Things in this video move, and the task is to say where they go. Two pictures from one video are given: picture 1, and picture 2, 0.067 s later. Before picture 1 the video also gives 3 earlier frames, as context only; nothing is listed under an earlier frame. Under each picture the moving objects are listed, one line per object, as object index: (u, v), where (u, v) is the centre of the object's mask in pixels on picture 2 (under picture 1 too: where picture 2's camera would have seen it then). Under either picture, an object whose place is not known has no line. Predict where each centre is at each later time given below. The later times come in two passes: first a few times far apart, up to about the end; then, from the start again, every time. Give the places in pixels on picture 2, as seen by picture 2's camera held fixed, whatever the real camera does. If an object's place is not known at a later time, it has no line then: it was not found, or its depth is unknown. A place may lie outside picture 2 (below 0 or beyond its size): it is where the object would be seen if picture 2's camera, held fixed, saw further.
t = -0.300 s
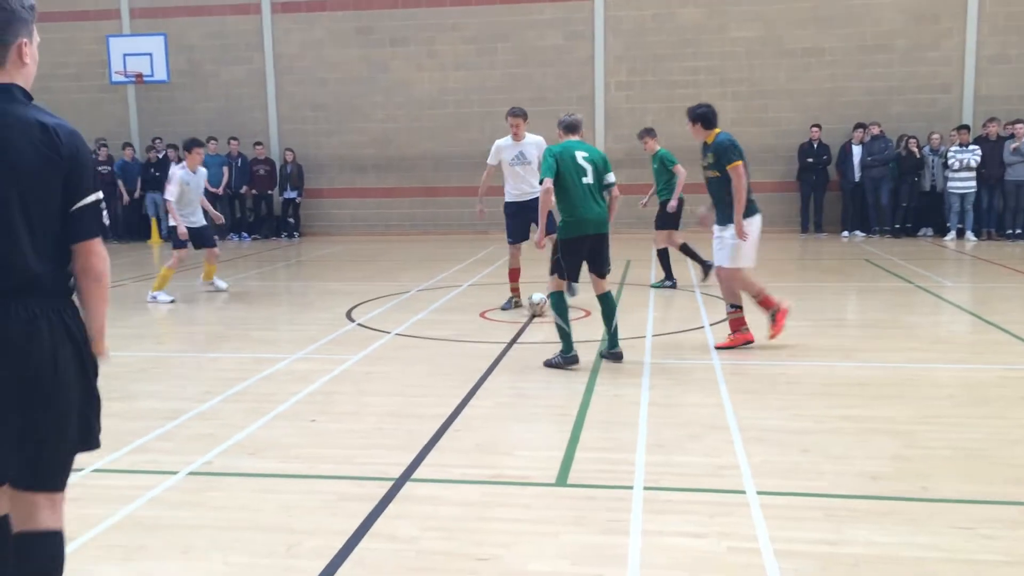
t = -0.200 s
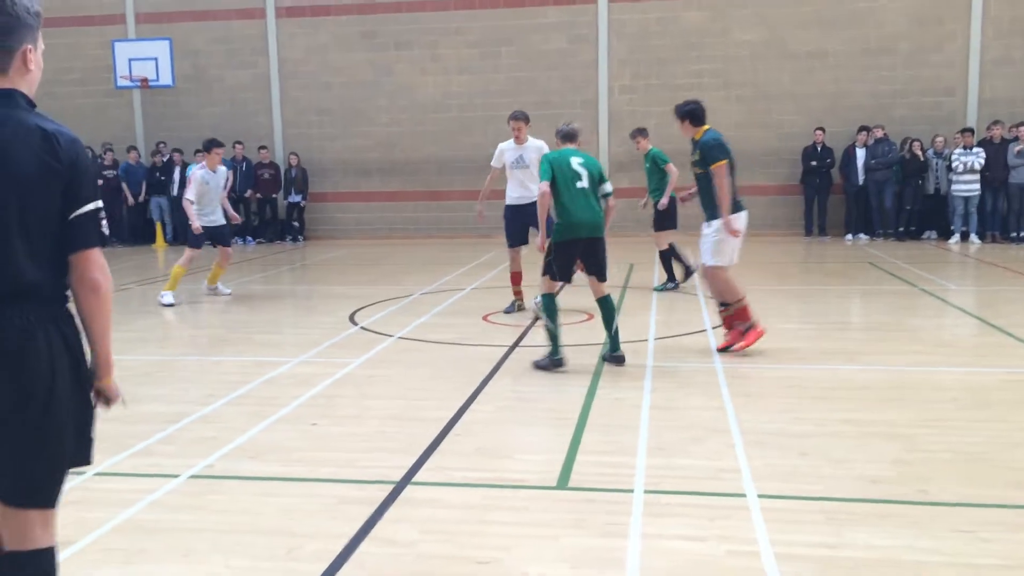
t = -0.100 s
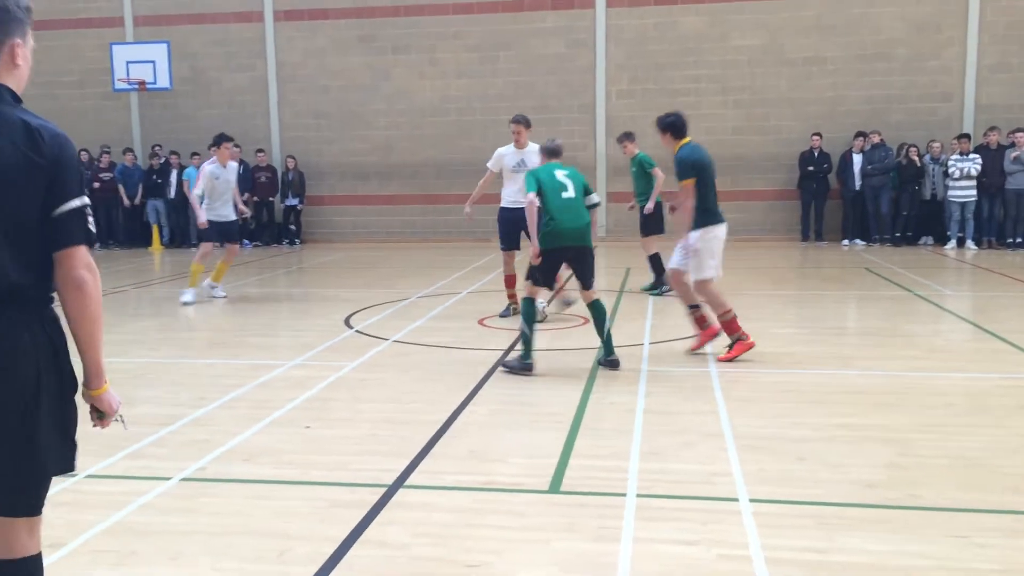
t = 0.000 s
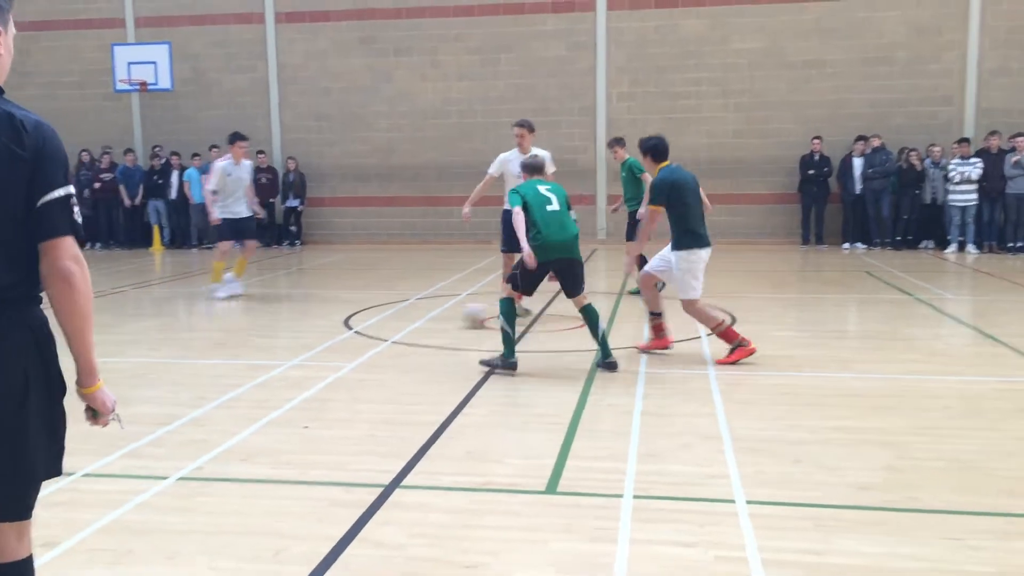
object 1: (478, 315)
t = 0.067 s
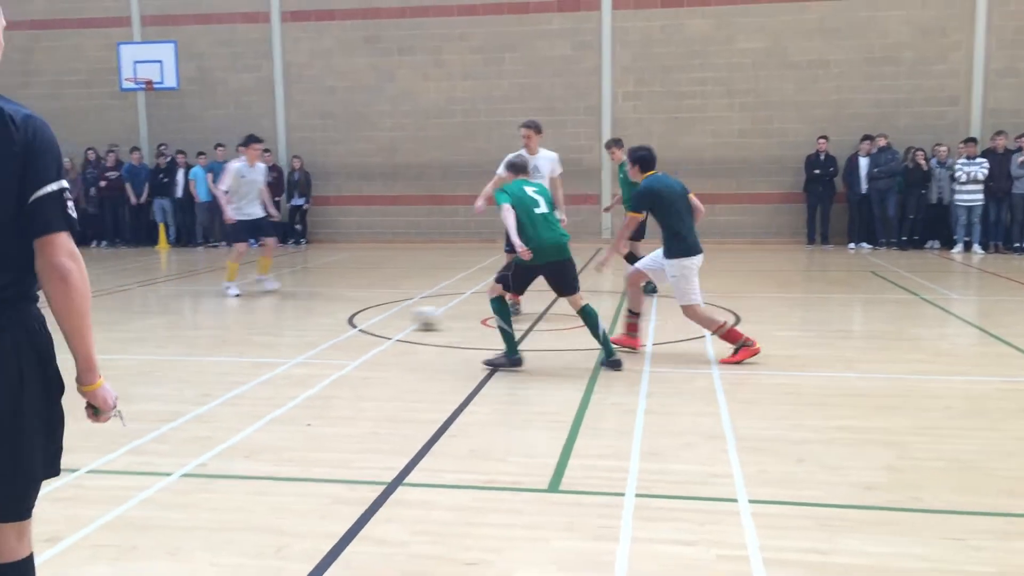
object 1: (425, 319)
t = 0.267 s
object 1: (272, 330)
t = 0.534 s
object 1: (68, 344)
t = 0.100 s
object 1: (401, 320)
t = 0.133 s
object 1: (375, 323)
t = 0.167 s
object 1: (348, 324)
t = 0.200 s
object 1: (324, 327)
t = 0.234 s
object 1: (298, 328)
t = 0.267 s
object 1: (272, 330)
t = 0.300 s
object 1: (246, 331)
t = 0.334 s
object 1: (220, 333)
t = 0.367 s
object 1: (193, 335)
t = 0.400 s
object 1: (170, 336)
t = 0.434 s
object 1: (145, 338)
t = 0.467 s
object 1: (118, 341)
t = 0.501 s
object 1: (92, 342)
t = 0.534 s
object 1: (68, 344)
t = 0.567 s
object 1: (41, 346)
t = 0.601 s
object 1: (18, 348)
